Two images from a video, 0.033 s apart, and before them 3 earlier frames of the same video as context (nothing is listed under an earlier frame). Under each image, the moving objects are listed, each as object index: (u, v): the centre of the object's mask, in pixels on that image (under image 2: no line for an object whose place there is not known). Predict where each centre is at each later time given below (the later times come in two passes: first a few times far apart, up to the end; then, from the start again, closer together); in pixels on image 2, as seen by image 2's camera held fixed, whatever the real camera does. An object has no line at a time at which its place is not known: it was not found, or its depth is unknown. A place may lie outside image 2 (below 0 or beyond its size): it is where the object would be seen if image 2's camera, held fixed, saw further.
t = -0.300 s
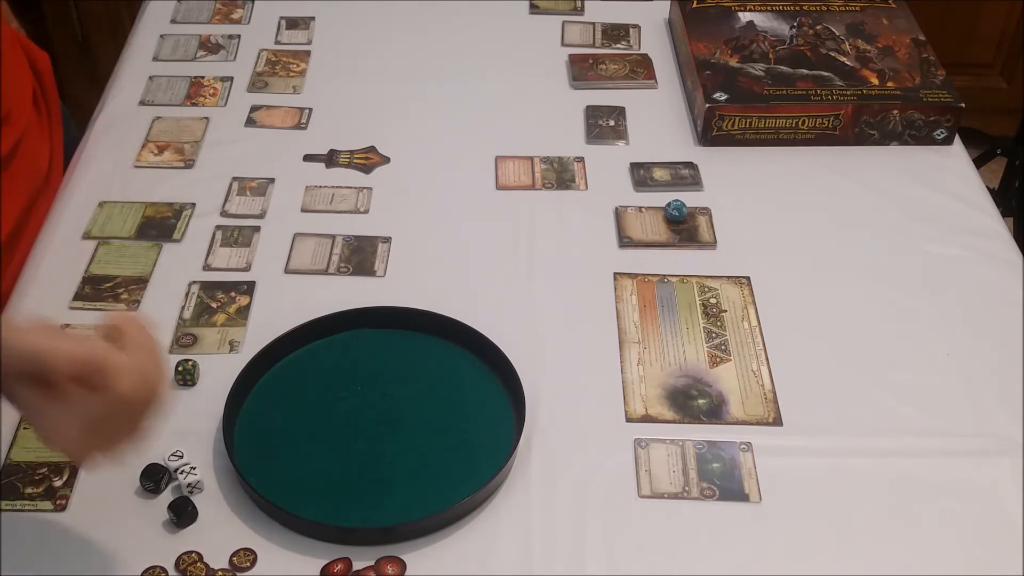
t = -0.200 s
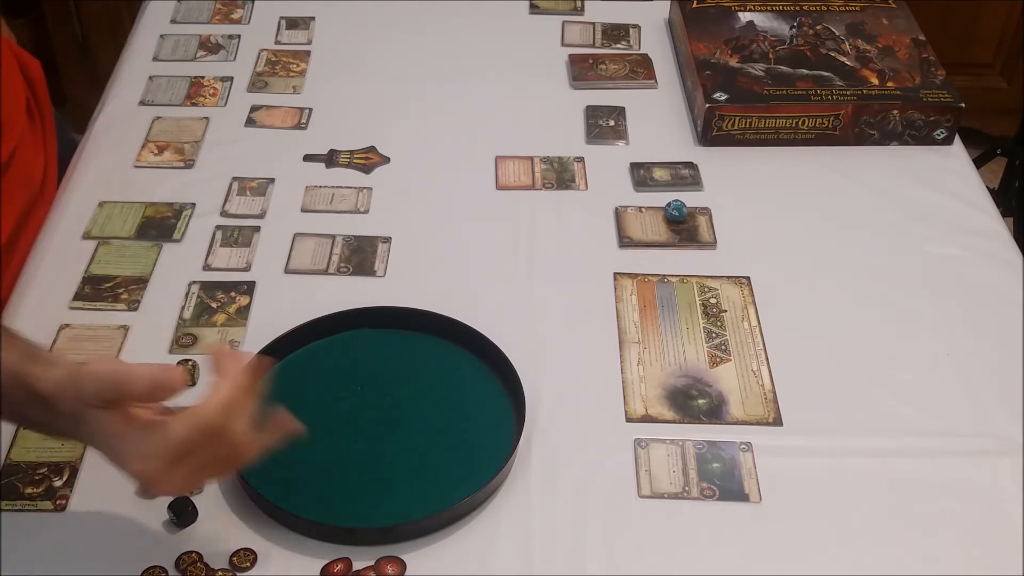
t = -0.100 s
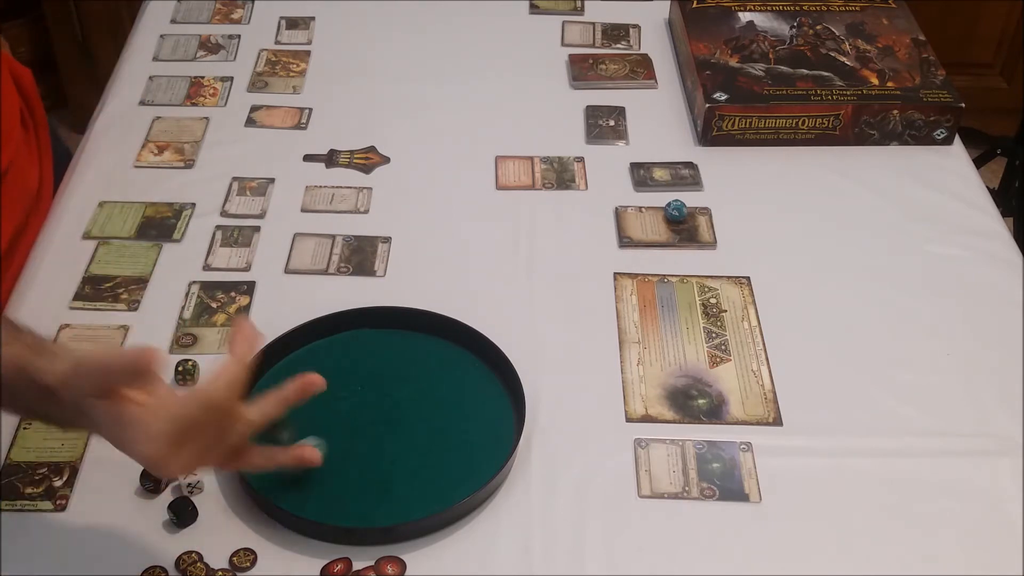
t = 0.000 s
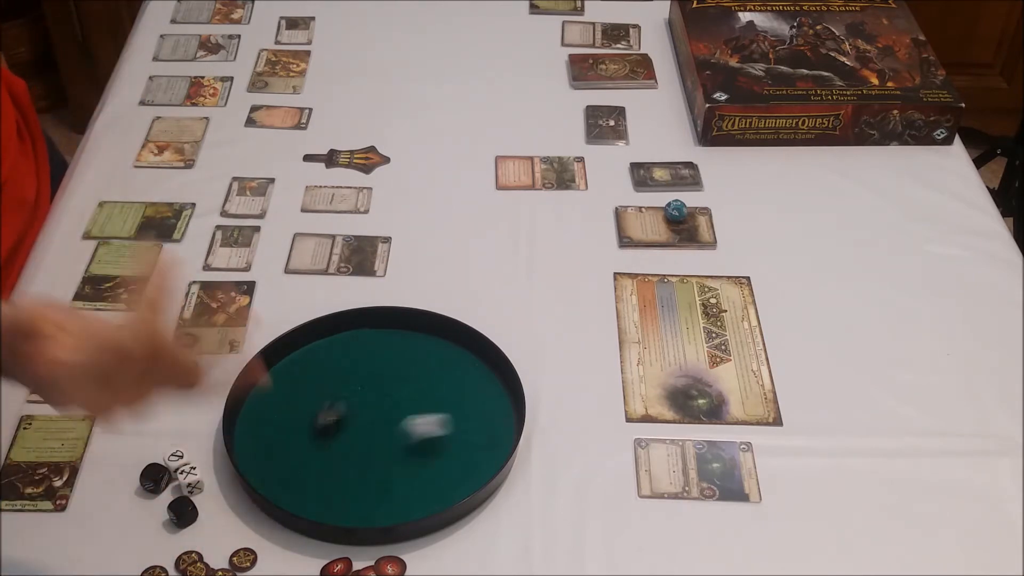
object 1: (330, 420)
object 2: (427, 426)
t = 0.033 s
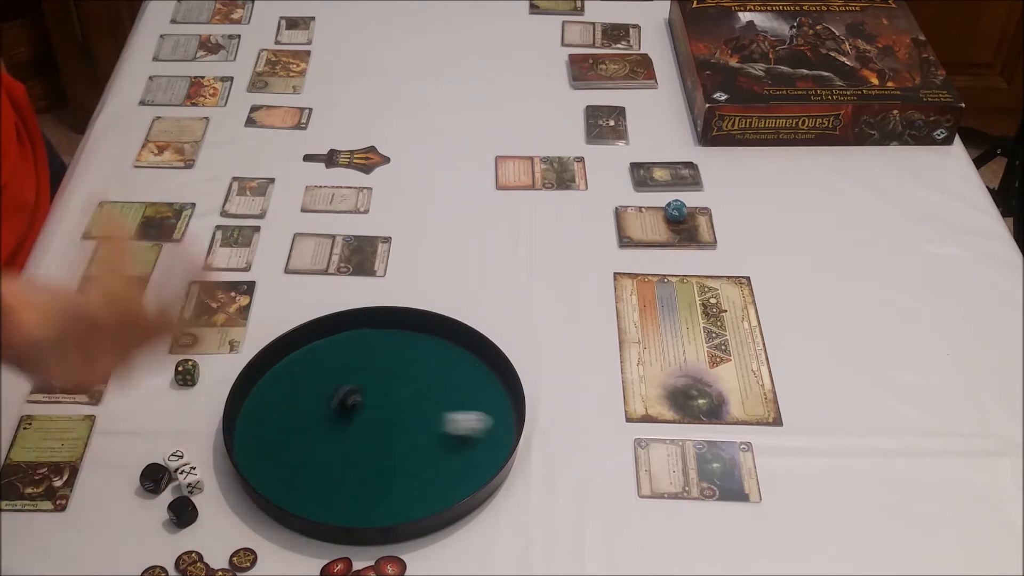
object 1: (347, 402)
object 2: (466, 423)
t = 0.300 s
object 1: (442, 361)
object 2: (502, 408)
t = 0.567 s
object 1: (440, 403)
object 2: (502, 408)
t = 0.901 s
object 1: (440, 403)
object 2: (502, 408)
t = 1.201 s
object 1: (440, 403)
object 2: (502, 408)
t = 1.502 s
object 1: (440, 403)
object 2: (502, 408)
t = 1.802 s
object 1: (440, 403)
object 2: (502, 408)
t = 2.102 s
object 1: (440, 403)
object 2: (502, 408)
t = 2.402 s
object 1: (440, 403)
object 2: (502, 408)
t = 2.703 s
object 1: (440, 403)
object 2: (502, 408)
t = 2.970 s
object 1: (440, 403)
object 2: (502, 408)
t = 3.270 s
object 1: (440, 403)
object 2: (502, 408)
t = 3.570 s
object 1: (440, 403)
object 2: (502, 408)
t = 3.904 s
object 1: (440, 403)
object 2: (502, 408)
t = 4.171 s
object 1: (440, 403)
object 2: (502, 408)
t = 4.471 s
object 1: (440, 403)
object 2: (502, 408)
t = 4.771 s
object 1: (440, 403)
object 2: (502, 408)
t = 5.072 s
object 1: (440, 403)
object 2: (502, 408)
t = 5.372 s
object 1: (440, 403)
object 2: (502, 408)
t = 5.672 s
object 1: (440, 403)
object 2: (502, 408)
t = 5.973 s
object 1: (440, 403)
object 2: (502, 408)
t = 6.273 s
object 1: (440, 403)
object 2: (502, 408)
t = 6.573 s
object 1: (440, 403)
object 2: (502, 408)
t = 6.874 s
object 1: (440, 403)
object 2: (502, 408)
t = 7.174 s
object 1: (440, 403)
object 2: (502, 408)
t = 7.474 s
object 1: (440, 403)
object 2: (502, 408)
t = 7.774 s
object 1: (440, 403)
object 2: (502, 408)
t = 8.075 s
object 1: (440, 403)
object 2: (502, 408)
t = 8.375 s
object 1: (440, 403)
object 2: (502, 408)
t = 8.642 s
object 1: (440, 403)
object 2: (502, 408)
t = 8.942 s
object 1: (440, 403)
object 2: (502, 408)
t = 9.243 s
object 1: (440, 403)
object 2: (502, 408)
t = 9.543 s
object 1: (440, 403)
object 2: (502, 408)
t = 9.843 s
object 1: (440, 403)
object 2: (502, 408)
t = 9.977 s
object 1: (440, 403)
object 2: (502, 408)
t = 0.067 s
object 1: (362, 389)
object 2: (500, 417)
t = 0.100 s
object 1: (381, 373)
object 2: (504, 411)
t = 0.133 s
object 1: (396, 360)
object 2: (500, 409)
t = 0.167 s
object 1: (414, 347)
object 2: (500, 407)
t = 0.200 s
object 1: (430, 337)
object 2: (502, 408)
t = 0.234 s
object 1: (436, 342)
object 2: (502, 408)
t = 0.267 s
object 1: (440, 352)
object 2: (502, 408)
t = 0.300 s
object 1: (442, 361)
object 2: (502, 408)
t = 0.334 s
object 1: (441, 369)
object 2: (502, 408)
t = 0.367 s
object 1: (441, 376)
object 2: (502, 408)
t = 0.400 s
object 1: (442, 382)
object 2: (502, 408)
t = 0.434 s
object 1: (444, 390)
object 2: (502, 408)
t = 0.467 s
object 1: (443, 398)
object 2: (502, 408)
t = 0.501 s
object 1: (440, 402)
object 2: (502, 408)
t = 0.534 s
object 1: (440, 403)
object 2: (502, 408)
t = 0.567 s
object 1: (440, 403)
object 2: (502, 408)
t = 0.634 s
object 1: (440, 403)
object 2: (502, 408)
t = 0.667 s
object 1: (440, 403)
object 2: (502, 408)
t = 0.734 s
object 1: (440, 403)
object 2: (502, 408)
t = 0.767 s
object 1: (440, 403)
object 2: (502, 408)
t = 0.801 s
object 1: (440, 403)
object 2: (502, 408)
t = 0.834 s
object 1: (440, 403)
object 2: (502, 408)
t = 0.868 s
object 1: (440, 403)
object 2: (502, 408)
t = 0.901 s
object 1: (440, 403)
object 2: (502, 408)
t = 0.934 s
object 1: (440, 403)
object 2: (502, 408)
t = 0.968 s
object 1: (440, 403)
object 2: (502, 408)
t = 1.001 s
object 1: (440, 403)
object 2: (502, 408)
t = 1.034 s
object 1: (440, 403)
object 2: (502, 408)
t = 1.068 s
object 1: (440, 403)
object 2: (502, 408)
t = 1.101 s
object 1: (440, 403)
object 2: (502, 408)
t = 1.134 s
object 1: (440, 403)
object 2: (502, 408)
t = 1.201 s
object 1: (440, 403)
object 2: (502, 408)
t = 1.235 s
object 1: (440, 403)
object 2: (502, 408)
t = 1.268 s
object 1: (440, 403)
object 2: (502, 408)
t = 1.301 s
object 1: (440, 403)
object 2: (502, 408)
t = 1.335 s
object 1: (440, 403)
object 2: (502, 408)
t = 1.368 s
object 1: (440, 403)
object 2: (502, 408)
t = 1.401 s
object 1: (440, 403)
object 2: (502, 408)
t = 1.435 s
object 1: (440, 403)
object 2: (502, 408)
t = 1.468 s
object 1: (440, 403)
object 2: (502, 408)
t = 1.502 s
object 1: (440, 403)
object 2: (502, 408)
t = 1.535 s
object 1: (440, 403)
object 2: (502, 408)
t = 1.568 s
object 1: (440, 403)
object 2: (502, 408)
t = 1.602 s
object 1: (440, 403)
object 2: (502, 408)
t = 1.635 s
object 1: (440, 403)
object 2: (502, 408)
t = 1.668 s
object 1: (440, 403)
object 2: (502, 408)
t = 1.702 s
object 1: (440, 403)
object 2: (502, 408)
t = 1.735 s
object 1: (440, 403)
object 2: (502, 408)
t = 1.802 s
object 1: (440, 403)
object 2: (502, 408)
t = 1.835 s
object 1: (440, 403)
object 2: (502, 408)
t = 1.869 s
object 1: (440, 403)
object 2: (502, 408)
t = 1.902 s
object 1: (440, 403)
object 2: (502, 408)
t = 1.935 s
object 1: (440, 403)
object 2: (502, 408)
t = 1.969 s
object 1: (440, 403)
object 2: (502, 408)
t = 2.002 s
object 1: (440, 403)
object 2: (502, 408)
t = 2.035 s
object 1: (440, 403)
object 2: (502, 408)
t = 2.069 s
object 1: (440, 403)
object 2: (502, 408)
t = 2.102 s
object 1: (440, 403)
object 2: (502, 408)
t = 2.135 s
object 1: (440, 403)
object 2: (502, 408)
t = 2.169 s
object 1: (440, 403)
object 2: (502, 408)
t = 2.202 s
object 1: (440, 403)
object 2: (502, 408)
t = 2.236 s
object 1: (440, 403)
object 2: (502, 408)
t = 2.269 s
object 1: (440, 403)
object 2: (502, 408)
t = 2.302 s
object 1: (440, 403)
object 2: (502, 408)
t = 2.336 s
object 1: (440, 403)
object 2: (502, 408)
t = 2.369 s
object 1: (440, 403)
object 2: (502, 408)
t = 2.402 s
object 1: (440, 403)
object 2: (502, 408)
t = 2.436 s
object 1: (440, 403)
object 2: (502, 408)
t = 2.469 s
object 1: (440, 403)
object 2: (502, 408)
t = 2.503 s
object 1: (440, 403)
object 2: (502, 408)
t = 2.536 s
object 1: (440, 403)
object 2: (502, 408)
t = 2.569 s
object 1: (440, 403)
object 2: (502, 408)
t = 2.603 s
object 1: (440, 403)
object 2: (502, 408)
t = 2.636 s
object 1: (440, 403)
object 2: (502, 408)
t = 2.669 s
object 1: (440, 403)
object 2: (502, 408)
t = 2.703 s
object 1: (440, 403)
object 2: (502, 408)
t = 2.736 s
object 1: (440, 403)
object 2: (502, 408)
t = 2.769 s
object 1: (440, 403)
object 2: (502, 408)
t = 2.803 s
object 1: (440, 403)
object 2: (502, 408)
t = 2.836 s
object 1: (440, 403)
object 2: (502, 408)
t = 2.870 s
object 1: (440, 403)
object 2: (502, 408)
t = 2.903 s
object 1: (440, 403)
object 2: (502, 408)
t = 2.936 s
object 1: (440, 403)
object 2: (502, 408)
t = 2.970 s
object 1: (440, 403)
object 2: (502, 408)
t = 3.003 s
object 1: (440, 403)
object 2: (502, 408)
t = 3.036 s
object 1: (440, 403)
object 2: (502, 408)
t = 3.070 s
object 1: (440, 403)
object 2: (502, 408)
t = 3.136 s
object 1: (440, 403)
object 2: (502, 408)
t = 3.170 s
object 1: (440, 403)
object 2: (502, 408)
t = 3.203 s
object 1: (440, 403)
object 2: (502, 408)
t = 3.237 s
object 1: (440, 403)
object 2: (502, 408)
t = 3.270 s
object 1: (440, 403)
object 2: (502, 408)
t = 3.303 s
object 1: (440, 403)
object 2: (502, 408)
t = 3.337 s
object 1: (440, 403)
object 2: (502, 408)
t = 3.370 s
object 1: (440, 403)
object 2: (502, 408)
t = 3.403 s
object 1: (440, 403)
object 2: (502, 408)
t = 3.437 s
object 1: (440, 403)
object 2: (502, 408)
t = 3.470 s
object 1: (440, 403)
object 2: (502, 408)
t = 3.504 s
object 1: (440, 403)
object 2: (502, 408)
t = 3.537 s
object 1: (440, 403)
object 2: (502, 408)
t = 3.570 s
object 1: (440, 403)
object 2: (502, 408)
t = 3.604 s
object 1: (440, 403)
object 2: (502, 408)
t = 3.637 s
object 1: (440, 403)
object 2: (502, 408)
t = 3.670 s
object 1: (440, 403)
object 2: (502, 408)
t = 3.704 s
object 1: (440, 403)
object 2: (502, 408)
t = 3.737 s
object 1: (440, 403)
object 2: (502, 408)
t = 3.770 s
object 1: (440, 403)
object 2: (502, 408)
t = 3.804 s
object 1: (440, 403)
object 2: (502, 408)
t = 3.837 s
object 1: (440, 403)
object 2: (502, 408)
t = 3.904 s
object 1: (440, 403)
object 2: (502, 408)
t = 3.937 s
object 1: (440, 403)
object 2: (502, 408)
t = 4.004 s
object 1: (440, 403)
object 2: (502, 408)
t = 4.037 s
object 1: (440, 403)
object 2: (502, 408)
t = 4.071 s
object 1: (440, 403)
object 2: (502, 408)
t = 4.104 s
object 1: (440, 403)
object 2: (502, 408)
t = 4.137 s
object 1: (440, 403)
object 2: (502, 408)
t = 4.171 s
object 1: (440, 403)
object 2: (502, 408)
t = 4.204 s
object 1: (440, 403)
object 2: (502, 408)
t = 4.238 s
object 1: (440, 403)
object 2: (502, 408)
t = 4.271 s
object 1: (440, 403)
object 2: (502, 408)
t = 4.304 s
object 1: (440, 403)
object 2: (502, 408)
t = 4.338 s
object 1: (440, 403)
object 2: (502, 408)
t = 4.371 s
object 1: (440, 403)
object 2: (502, 408)
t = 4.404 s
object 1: (440, 403)
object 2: (502, 408)
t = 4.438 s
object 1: (440, 403)
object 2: (502, 408)
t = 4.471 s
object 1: (440, 403)
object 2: (502, 408)
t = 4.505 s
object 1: (440, 403)
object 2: (502, 408)
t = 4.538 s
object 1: (440, 403)
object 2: (502, 408)
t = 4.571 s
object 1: (440, 403)
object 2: (502, 408)
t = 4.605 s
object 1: (440, 403)
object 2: (502, 408)
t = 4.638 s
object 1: (440, 403)
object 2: (502, 408)
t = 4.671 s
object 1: (440, 403)
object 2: (502, 408)
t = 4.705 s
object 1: (440, 403)
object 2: (502, 408)
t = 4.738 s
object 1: (440, 403)
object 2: (502, 408)
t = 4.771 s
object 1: (440, 403)
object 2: (502, 408)
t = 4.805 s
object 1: (440, 403)
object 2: (502, 408)
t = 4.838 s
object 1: (440, 403)
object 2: (502, 408)
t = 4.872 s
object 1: (440, 403)
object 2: (502, 408)
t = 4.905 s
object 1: (440, 403)
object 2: (502, 408)
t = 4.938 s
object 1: (440, 403)
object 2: (502, 408)
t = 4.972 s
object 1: (440, 403)
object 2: (502, 408)
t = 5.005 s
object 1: (440, 403)
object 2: (502, 408)
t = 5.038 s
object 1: (440, 403)
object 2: (502, 408)
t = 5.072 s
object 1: (440, 403)
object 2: (502, 408)
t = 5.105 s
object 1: (440, 403)
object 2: (502, 408)
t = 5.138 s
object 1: (440, 403)
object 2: (502, 408)
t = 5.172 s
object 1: (440, 403)
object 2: (502, 408)
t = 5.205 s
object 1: (440, 403)
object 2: (502, 408)
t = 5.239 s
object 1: (440, 403)
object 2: (502, 408)
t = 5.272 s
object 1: (440, 403)
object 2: (502, 408)
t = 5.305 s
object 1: (440, 403)
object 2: (502, 408)
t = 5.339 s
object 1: (440, 403)
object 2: (502, 408)
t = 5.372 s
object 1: (440, 403)
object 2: (502, 408)
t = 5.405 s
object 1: (440, 403)
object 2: (502, 408)
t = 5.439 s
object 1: (440, 403)
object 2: (502, 408)
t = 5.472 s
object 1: (440, 403)
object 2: (502, 408)
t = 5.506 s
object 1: (440, 403)
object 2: (502, 408)
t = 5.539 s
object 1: (440, 403)
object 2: (502, 408)
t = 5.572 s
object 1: (440, 403)
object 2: (502, 408)
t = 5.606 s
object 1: (440, 403)
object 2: (502, 408)
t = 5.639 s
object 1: (440, 403)
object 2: (502, 408)
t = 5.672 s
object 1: (440, 403)
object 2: (502, 408)
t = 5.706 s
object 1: (440, 403)
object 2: (502, 408)
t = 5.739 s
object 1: (440, 403)
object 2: (502, 408)
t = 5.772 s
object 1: (440, 403)
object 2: (502, 408)
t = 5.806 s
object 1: (440, 403)
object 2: (502, 408)
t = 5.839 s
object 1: (440, 403)
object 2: (502, 408)
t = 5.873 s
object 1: (440, 403)
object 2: (502, 408)
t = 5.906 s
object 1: (440, 403)
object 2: (502, 408)
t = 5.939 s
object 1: (440, 403)
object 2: (502, 408)
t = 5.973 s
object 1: (440, 403)
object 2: (502, 408)
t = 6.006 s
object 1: (440, 403)
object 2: (502, 408)
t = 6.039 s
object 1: (440, 403)
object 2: (502, 408)
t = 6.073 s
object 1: (440, 403)
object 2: (502, 408)
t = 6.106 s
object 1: (440, 403)
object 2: (502, 408)
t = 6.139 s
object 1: (440, 403)
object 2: (502, 408)
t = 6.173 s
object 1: (440, 403)
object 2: (502, 408)
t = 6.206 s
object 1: (440, 403)
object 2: (502, 408)
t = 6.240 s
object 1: (440, 403)
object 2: (502, 408)
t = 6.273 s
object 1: (440, 403)
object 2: (502, 408)
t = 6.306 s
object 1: (440, 403)
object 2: (502, 408)
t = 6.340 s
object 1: (440, 403)
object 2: (502, 408)
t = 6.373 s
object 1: (440, 403)
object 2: (502, 408)
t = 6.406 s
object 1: (440, 403)
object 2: (502, 408)
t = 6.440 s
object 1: (440, 403)
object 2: (502, 408)
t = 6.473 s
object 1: (440, 403)
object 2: (502, 408)
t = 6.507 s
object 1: (440, 403)
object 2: (502, 408)
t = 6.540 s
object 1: (440, 403)
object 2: (502, 408)
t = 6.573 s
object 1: (440, 403)
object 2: (502, 408)
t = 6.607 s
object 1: (440, 403)
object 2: (502, 408)
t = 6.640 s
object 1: (440, 403)
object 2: (502, 408)
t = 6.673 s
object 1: (440, 403)
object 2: (502, 408)
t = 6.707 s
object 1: (440, 403)
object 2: (502, 408)
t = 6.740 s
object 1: (440, 403)
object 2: (502, 408)
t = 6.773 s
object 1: (440, 403)
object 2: (502, 408)
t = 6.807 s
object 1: (440, 403)
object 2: (502, 408)
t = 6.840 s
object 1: (440, 403)
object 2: (502, 408)
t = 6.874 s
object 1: (440, 403)
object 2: (502, 408)
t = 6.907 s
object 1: (440, 403)
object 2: (502, 408)
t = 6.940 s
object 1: (440, 403)
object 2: (502, 408)
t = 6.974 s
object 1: (440, 403)
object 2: (502, 408)
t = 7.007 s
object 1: (440, 403)
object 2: (502, 408)
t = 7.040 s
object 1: (440, 403)
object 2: (502, 408)
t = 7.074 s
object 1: (440, 403)
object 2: (502, 408)
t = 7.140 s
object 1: (440, 403)
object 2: (502, 408)
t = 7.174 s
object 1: (440, 403)
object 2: (502, 408)
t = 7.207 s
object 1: (440, 403)
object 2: (502, 408)
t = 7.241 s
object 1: (440, 403)
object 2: (502, 408)
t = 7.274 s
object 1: (440, 403)
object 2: (502, 408)
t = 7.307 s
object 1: (440, 403)
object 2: (502, 408)
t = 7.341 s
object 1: (440, 403)
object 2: (502, 408)
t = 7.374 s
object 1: (440, 403)
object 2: (502, 408)
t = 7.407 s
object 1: (440, 403)
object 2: (502, 408)
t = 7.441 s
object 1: (440, 403)
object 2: (502, 408)
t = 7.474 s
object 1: (440, 403)
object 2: (502, 408)
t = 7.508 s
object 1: (440, 403)
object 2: (502, 408)
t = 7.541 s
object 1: (440, 403)
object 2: (502, 408)
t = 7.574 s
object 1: (440, 403)
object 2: (502, 408)
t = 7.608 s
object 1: (441, 403)
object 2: (502, 408)
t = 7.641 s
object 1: (440, 403)
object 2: (502, 408)
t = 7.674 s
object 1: (440, 403)
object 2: (502, 408)
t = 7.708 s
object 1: (440, 403)
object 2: (502, 408)
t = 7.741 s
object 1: (440, 403)
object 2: (502, 408)
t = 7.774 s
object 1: (440, 403)
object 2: (502, 408)
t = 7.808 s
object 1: (440, 403)
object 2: (502, 408)
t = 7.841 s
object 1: (440, 403)
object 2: (502, 408)
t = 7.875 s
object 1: (440, 403)
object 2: (502, 408)
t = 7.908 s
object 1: (440, 403)
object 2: (502, 408)
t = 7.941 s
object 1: (440, 403)
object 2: (502, 408)
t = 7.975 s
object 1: (440, 403)
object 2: (502, 408)
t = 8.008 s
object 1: (440, 403)
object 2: (502, 408)
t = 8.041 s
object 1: (440, 403)
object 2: (502, 408)
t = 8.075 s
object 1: (440, 403)
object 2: (502, 408)
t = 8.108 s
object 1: (440, 403)
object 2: (502, 408)
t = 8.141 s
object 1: (440, 403)
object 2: (502, 408)
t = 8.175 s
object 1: (440, 403)
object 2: (502, 408)
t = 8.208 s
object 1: (440, 403)
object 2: (502, 408)
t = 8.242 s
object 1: (440, 403)
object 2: (502, 408)
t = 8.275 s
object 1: (440, 403)
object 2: (502, 408)
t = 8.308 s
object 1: (440, 403)
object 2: (502, 408)
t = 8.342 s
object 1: (440, 403)
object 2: (502, 408)
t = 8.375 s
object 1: (440, 403)
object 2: (502, 408)
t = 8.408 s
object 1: (440, 403)
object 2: (502, 408)
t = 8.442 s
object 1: (440, 403)
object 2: (502, 408)
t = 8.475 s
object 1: (440, 403)
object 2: (502, 408)
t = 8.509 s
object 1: (440, 403)
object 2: (502, 408)
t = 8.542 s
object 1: (440, 403)
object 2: (502, 408)
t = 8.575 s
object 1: (440, 403)
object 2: (502, 408)
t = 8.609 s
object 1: (440, 403)
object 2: (502, 408)
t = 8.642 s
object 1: (440, 403)
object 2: (502, 408)
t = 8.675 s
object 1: (440, 403)
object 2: (502, 408)
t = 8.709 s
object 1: (440, 403)
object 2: (502, 408)
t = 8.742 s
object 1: (440, 403)
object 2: (502, 408)
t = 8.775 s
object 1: (440, 403)
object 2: (502, 408)
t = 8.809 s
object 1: (440, 403)
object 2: (502, 408)
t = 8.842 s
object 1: (440, 403)
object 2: (502, 408)
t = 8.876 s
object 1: (440, 403)
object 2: (502, 408)
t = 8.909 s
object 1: (440, 403)
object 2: (502, 408)
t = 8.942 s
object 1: (440, 403)
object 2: (502, 408)
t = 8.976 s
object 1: (440, 403)
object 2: (502, 408)
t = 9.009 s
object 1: (440, 403)
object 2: (502, 408)
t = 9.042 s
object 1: (440, 403)
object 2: (502, 408)
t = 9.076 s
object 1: (440, 403)
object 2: (502, 408)
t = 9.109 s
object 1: (440, 403)
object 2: (502, 408)
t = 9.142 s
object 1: (440, 403)
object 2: (502, 408)
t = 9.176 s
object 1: (440, 403)
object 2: (502, 408)
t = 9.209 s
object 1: (440, 403)
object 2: (502, 408)
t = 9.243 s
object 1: (440, 403)
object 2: (502, 408)
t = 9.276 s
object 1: (440, 403)
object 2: (502, 408)
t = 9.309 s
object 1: (440, 403)
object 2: (502, 408)
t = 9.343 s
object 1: (440, 403)
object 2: (502, 408)
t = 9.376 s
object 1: (440, 403)
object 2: (502, 408)
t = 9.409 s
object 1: (440, 403)
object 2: (502, 408)
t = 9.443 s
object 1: (440, 403)
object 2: (502, 408)
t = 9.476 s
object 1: (440, 403)
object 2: (502, 408)
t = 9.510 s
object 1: (440, 403)
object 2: (502, 408)
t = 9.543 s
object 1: (440, 403)
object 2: (502, 408)
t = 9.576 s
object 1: (440, 403)
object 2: (502, 408)
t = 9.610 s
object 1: (440, 403)
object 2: (502, 408)
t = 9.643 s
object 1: (440, 403)
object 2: (502, 408)
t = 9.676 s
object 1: (440, 403)
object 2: (502, 408)
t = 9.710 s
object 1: (440, 403)
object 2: (502, 408)
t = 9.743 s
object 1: (440, 403)
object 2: (502, 408)
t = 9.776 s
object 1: (440, 403)
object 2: (502, 408)
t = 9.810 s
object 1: (440, 403)
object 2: (502, 408)
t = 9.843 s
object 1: (440, 403)
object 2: (502, 408)
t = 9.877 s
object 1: (440, 403)
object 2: (502, 408)
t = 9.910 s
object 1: (440, 403)
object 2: (502, 408)
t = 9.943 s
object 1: (440, 403)
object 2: (502, 408)
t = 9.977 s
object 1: (440, 403)
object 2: (502, 408)
